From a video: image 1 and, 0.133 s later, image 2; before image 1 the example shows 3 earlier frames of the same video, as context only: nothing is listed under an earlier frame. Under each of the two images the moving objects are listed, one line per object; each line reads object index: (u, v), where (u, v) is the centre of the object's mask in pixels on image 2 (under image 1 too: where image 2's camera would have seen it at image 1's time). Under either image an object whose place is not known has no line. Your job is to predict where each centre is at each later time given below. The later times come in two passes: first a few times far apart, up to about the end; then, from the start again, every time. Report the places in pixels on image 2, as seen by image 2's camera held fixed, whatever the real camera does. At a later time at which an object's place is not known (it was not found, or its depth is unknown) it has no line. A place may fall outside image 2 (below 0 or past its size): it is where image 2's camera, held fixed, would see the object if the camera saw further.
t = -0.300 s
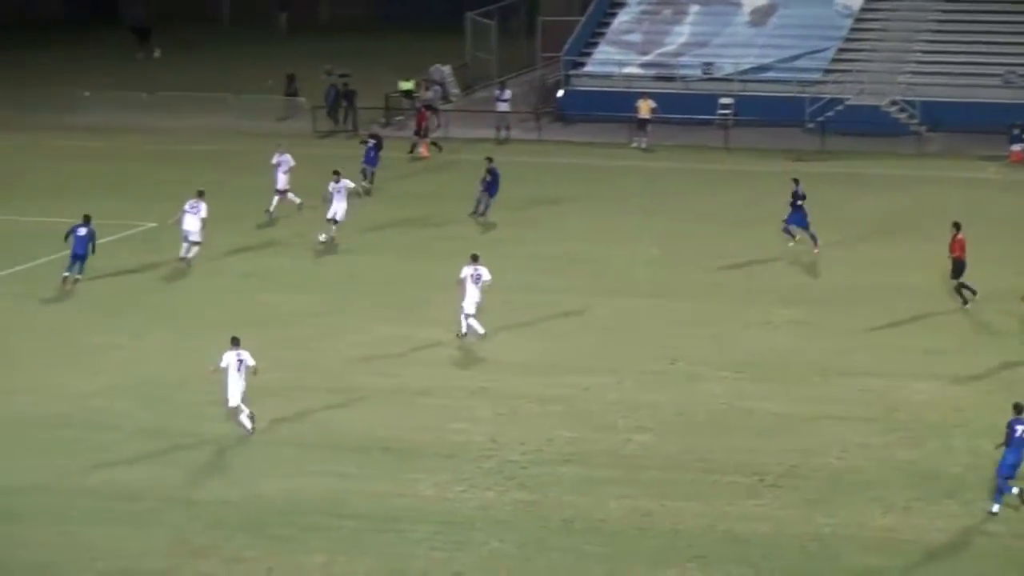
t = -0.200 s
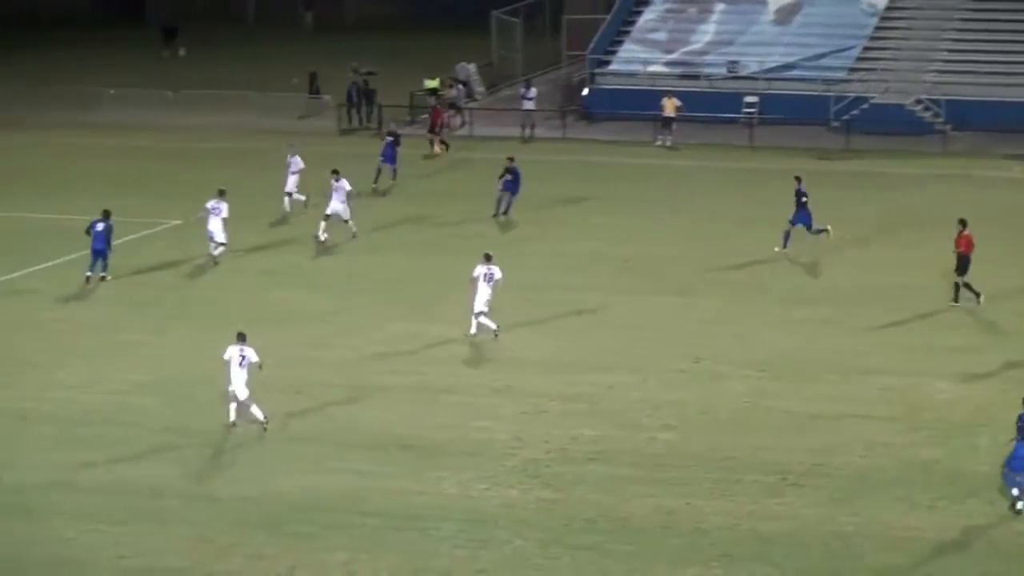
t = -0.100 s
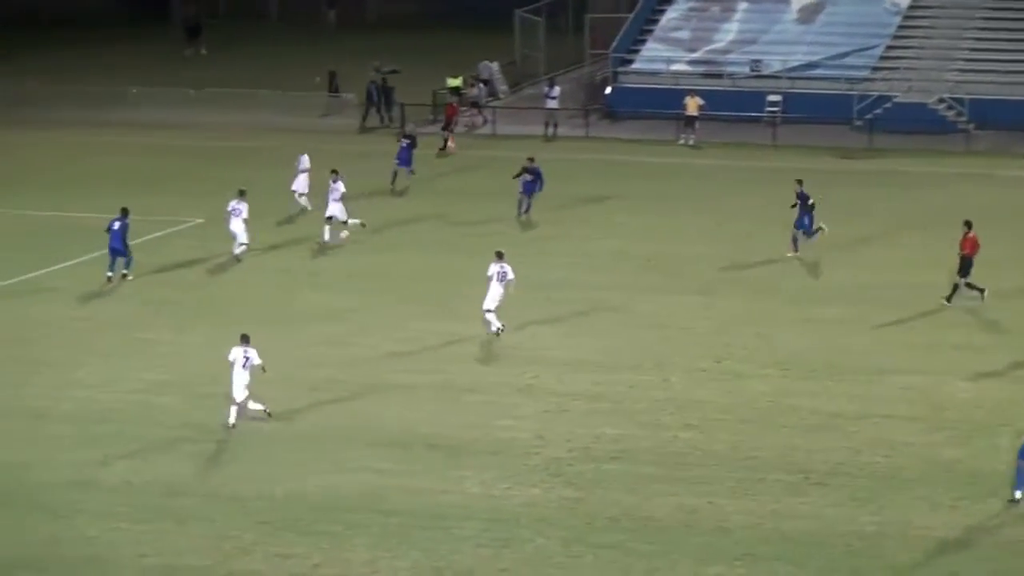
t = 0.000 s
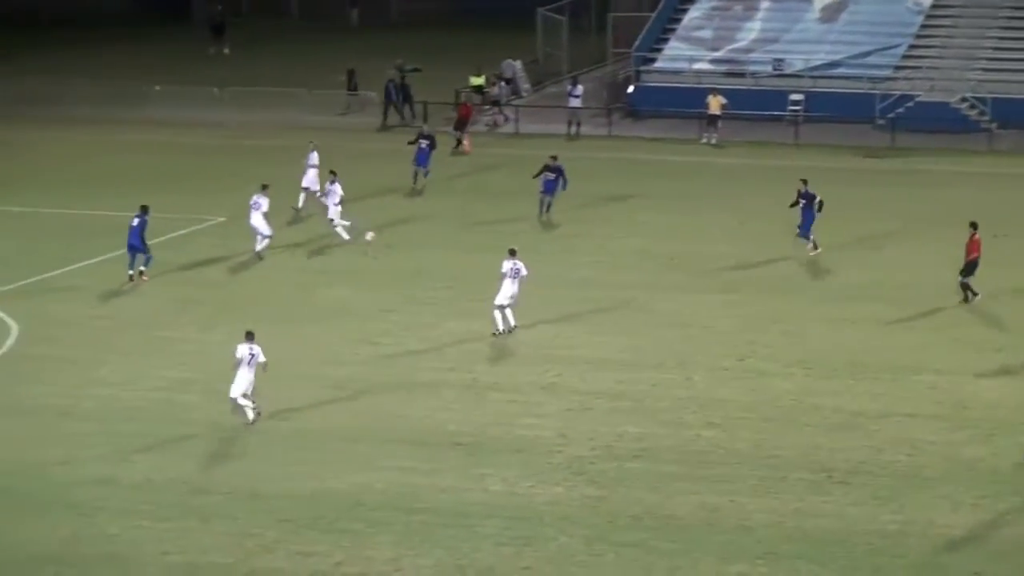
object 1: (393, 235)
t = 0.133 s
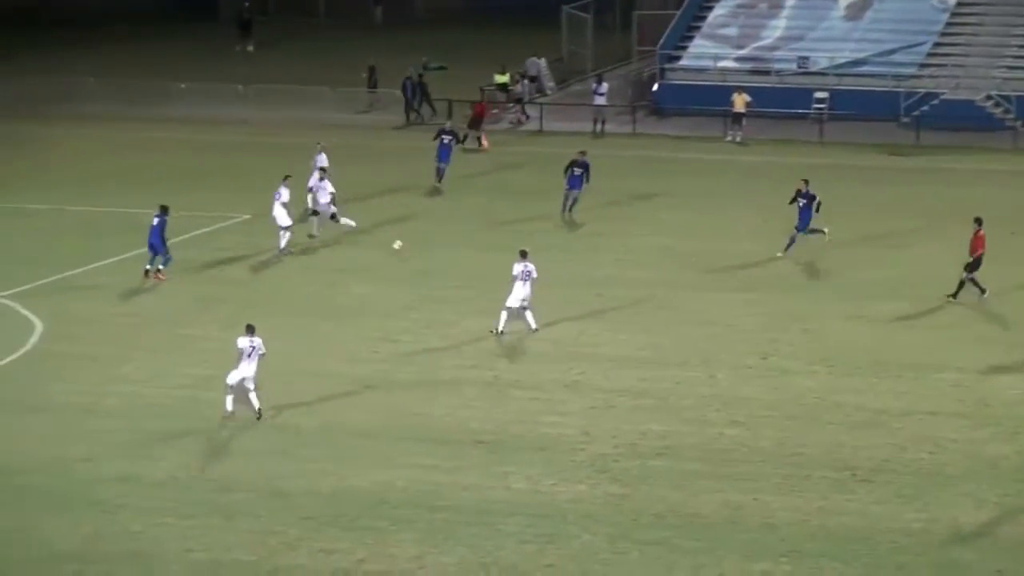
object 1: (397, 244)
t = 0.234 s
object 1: (402, 258)
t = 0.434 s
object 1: (402, 262)
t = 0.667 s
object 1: (402, 273)
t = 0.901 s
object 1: (399, 285)
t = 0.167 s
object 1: (399, 249)
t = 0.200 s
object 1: (401, 253)
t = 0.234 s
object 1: (402, 258)
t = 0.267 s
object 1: (402, 258)
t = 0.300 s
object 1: (402, 257)
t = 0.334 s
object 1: (402, 258)
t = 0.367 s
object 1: (402, 258)
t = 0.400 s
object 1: (402, 260)
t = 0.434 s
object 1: (402, 262)
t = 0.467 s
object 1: (403, 264)
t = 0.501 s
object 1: (403, 268)
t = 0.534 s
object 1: (403, 271)
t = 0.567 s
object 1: (402, 272)
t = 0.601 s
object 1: (402, 272)
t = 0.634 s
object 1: (402, 272)
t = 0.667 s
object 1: (402, 273)
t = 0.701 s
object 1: (401, 275)
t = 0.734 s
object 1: (400, 276)
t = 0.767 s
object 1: (400, 279)
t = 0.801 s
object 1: (399, 281)
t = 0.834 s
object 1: (400, 284)
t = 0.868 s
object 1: (399, 284)
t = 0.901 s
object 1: (399, 285)
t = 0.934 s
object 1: (399, 286)
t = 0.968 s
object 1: (398, 287)
